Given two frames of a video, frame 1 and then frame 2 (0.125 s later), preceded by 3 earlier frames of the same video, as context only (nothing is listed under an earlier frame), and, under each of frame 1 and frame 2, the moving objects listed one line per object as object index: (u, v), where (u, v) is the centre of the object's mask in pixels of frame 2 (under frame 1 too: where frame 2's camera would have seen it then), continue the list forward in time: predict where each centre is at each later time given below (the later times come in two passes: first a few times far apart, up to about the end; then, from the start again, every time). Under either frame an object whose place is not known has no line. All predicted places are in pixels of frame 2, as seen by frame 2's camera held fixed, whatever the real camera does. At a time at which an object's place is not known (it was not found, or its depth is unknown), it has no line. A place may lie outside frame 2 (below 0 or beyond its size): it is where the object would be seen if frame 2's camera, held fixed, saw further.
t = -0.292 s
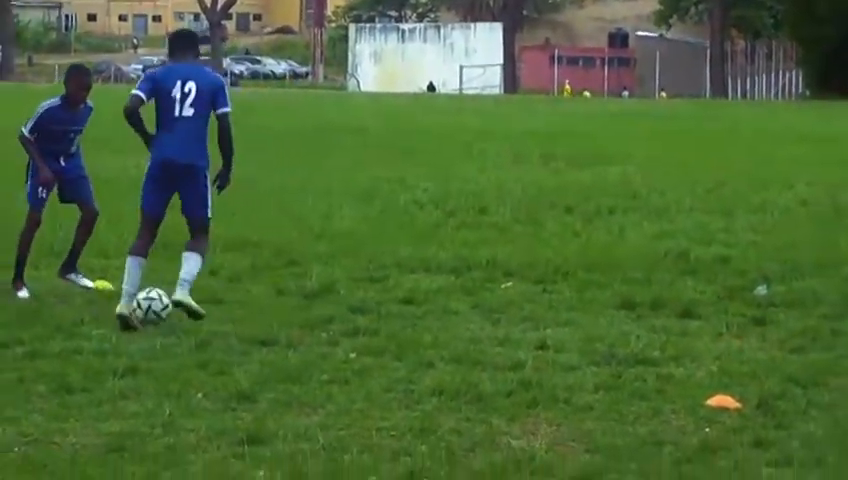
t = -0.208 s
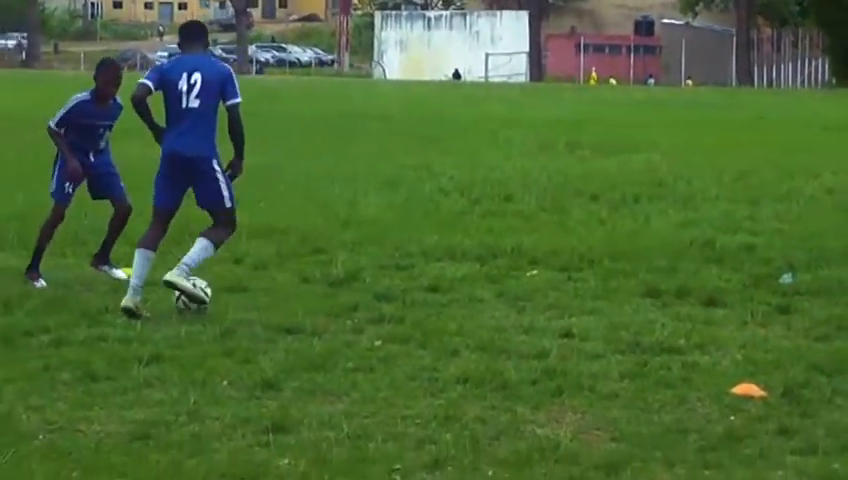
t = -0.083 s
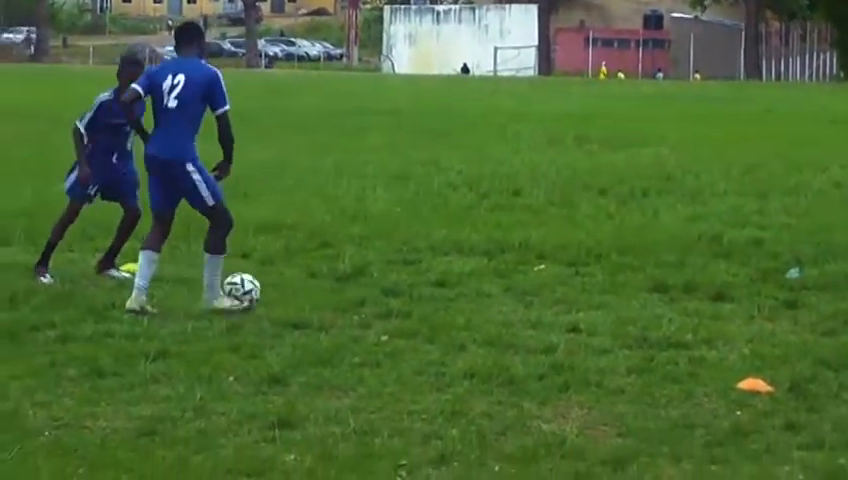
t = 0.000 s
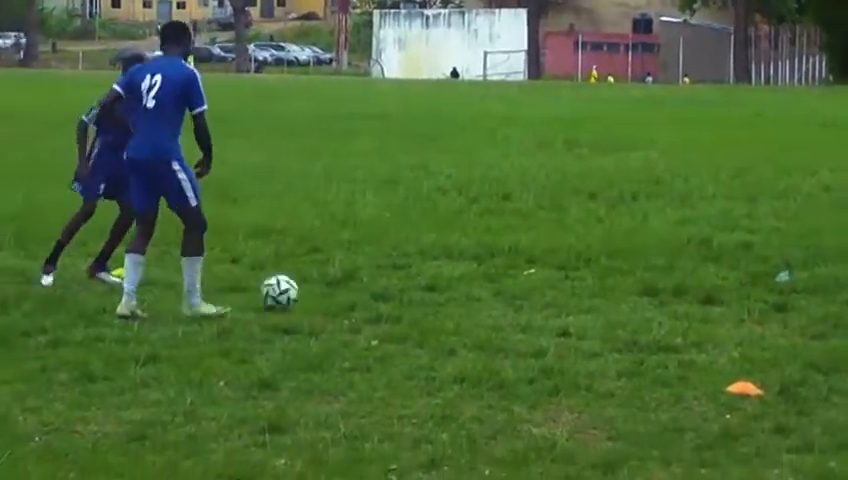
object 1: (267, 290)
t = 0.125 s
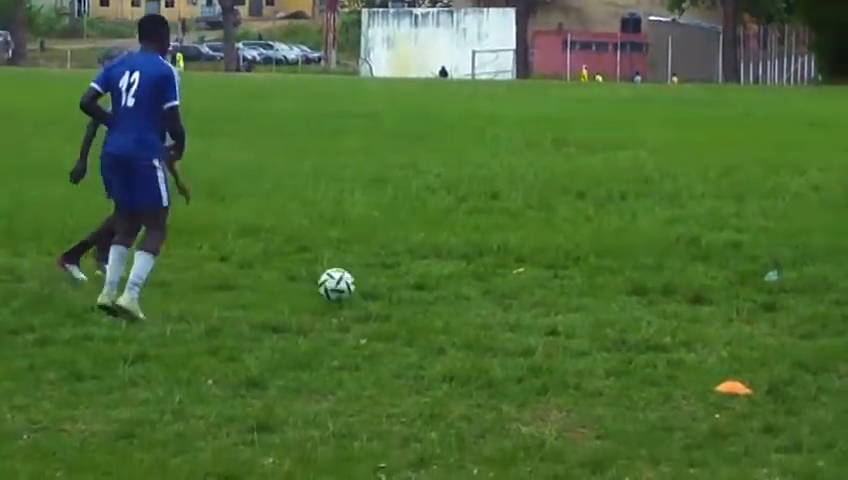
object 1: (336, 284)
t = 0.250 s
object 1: (387, 286)
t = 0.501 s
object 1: (478, 285)
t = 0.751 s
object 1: (565, 280)
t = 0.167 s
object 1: (354, 286)
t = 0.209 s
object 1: (371, 287)
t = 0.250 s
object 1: (387, 286)
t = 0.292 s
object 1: (403, 285)
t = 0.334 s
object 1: (418, 286)
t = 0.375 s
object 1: (433, 285)
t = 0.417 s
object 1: (448, 284)
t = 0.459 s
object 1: (462, 284)
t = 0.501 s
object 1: (478, 285)
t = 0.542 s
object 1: (492, 283)
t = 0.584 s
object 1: (506, 282)
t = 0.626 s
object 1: (526, 282)
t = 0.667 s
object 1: (540, 280)
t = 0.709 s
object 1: (552, 280)
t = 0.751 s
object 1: (565, 280)
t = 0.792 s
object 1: (579, 278)
